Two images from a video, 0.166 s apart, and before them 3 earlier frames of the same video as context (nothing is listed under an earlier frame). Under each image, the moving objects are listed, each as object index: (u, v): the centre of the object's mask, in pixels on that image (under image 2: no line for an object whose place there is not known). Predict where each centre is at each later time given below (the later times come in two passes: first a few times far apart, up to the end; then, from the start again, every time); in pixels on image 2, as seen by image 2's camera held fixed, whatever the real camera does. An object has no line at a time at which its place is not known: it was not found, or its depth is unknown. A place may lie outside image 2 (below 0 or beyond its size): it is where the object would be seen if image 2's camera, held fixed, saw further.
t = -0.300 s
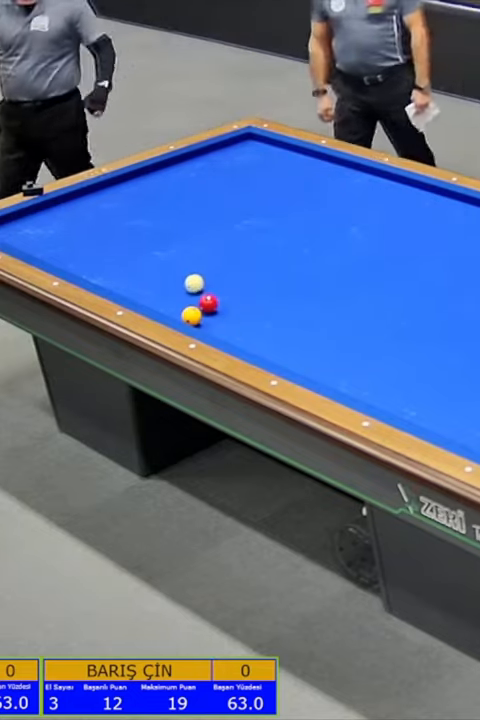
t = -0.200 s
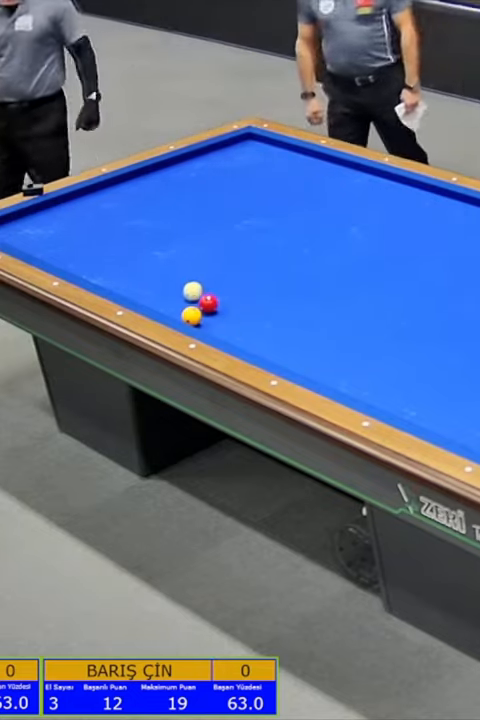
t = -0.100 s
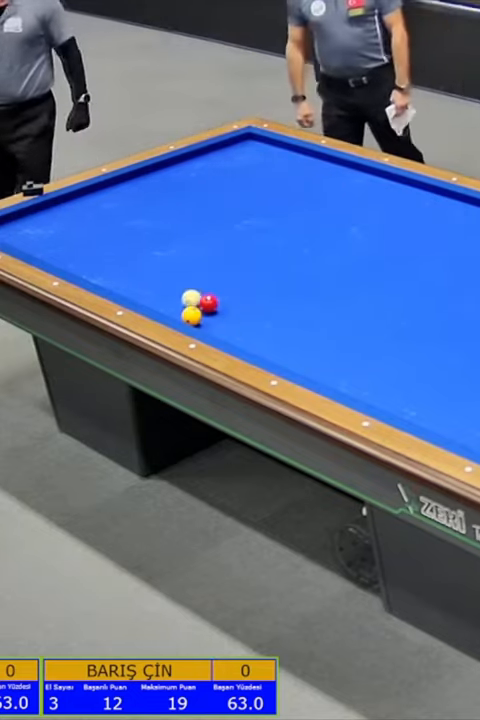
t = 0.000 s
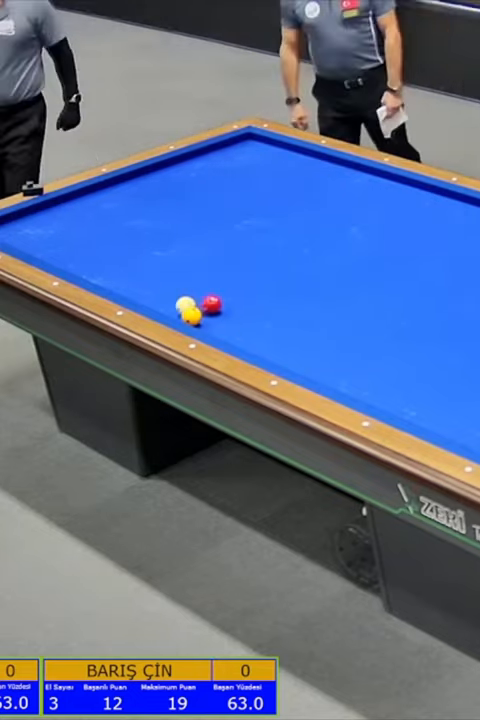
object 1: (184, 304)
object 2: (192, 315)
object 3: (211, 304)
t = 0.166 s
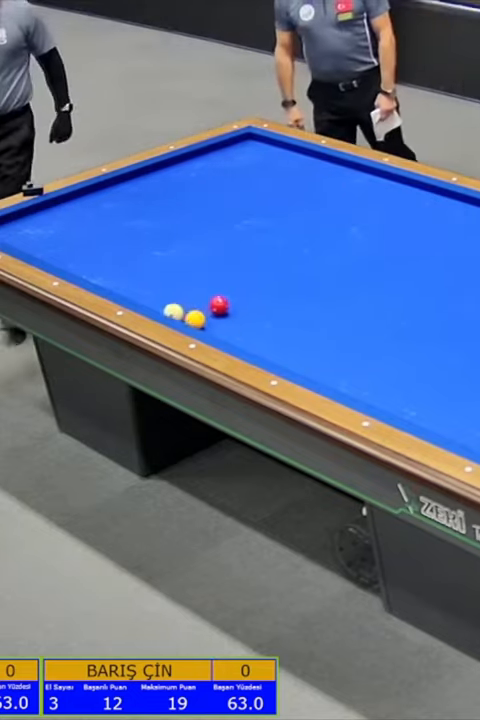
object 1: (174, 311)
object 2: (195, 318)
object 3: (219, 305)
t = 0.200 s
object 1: (176, 311)
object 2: (196, 319)
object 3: (221, 305)
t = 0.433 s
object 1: (191, 309)
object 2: (205, 324)
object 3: (230, 308)
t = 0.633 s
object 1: (202, 306)
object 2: (215, 327)
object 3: (238, 309)
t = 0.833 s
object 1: (214, 304)
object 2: (224, 330)
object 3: (246, 311)
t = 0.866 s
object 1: (215, 303)
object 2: (225, 330)
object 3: (247, 311)
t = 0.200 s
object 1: (176, 311)
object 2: (196, 319)
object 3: (221, 305)
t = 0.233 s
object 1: (178, 311)
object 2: (197, 320)
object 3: (222, 306)
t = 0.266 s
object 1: (180, 311)
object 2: (198, 321)
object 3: (223, 306)
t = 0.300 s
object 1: (182, 310)
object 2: (199, 322)
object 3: (225, 306)
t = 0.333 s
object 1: (184, 310)
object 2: (200, 322)
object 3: (226, 307)
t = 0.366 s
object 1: (186, 310)
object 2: (202, 323)
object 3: (227, 307)
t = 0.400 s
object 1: (188, 309)
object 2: (203, 324)
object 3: (228, 307)
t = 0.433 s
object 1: (191, 309)
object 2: (205, 324)
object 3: (230, 308)
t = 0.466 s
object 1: (193, 308)
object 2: (206, 324)
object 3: (232, 308)
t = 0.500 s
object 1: (195, 308)
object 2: (208, 325)
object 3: (233, 308)
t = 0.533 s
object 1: (196, 308)
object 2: (210, 325)
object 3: (235, 309)
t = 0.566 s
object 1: (198, 307)
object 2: (212, 326)
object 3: (236, 309)
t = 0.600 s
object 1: (200, 307)
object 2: (213, 326)
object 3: (237, 309)
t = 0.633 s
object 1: (202, 306)
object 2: (215, 327)
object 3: (238, 309)
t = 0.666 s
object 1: (204, 306)
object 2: (216, 328)
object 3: (239, 309)
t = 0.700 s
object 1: (206, 305)
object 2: (218, 328)
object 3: (241, 310)
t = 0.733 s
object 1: (208, 305)
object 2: (220, 329)
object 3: (242, 310)
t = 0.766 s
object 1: (210, 304)
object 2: (221, 329)
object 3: (244, 310)
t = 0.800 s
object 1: (212, 304)
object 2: (222, 329)
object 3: (245, 310)
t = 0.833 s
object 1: (214, 304)
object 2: (224, 330)
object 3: (246, 311)
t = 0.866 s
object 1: (215, 303)
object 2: (225, 330)
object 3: (247, 311)
